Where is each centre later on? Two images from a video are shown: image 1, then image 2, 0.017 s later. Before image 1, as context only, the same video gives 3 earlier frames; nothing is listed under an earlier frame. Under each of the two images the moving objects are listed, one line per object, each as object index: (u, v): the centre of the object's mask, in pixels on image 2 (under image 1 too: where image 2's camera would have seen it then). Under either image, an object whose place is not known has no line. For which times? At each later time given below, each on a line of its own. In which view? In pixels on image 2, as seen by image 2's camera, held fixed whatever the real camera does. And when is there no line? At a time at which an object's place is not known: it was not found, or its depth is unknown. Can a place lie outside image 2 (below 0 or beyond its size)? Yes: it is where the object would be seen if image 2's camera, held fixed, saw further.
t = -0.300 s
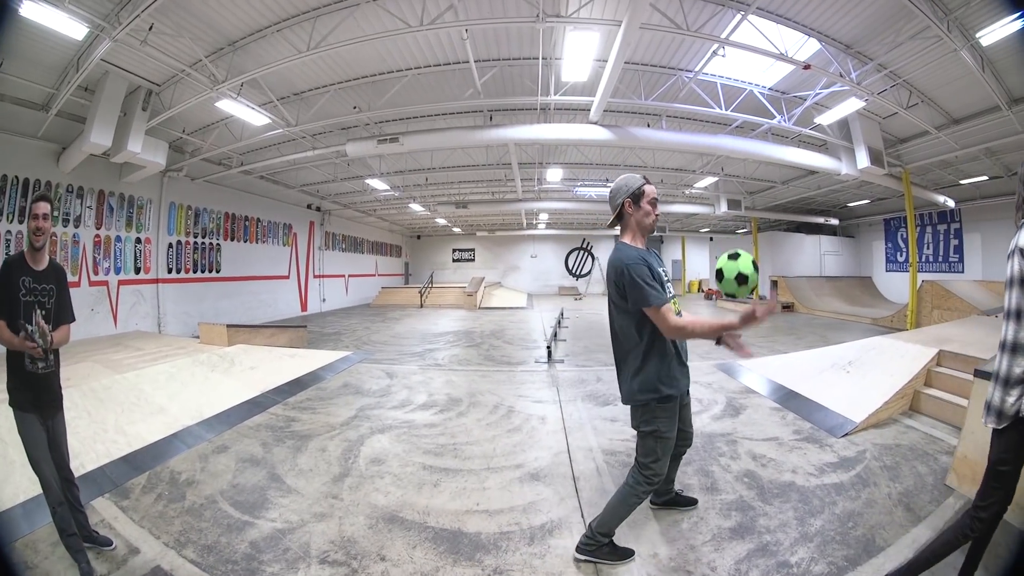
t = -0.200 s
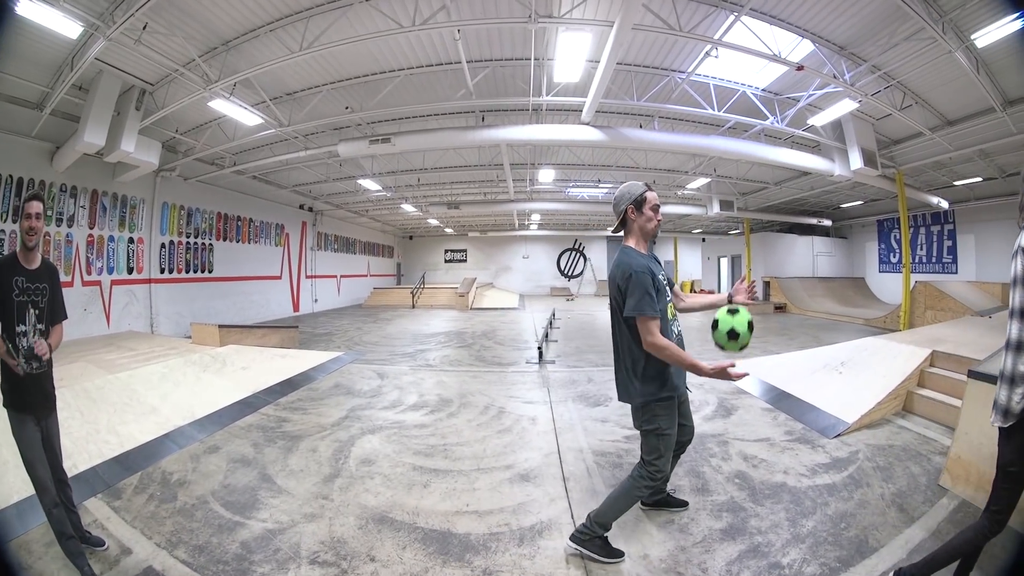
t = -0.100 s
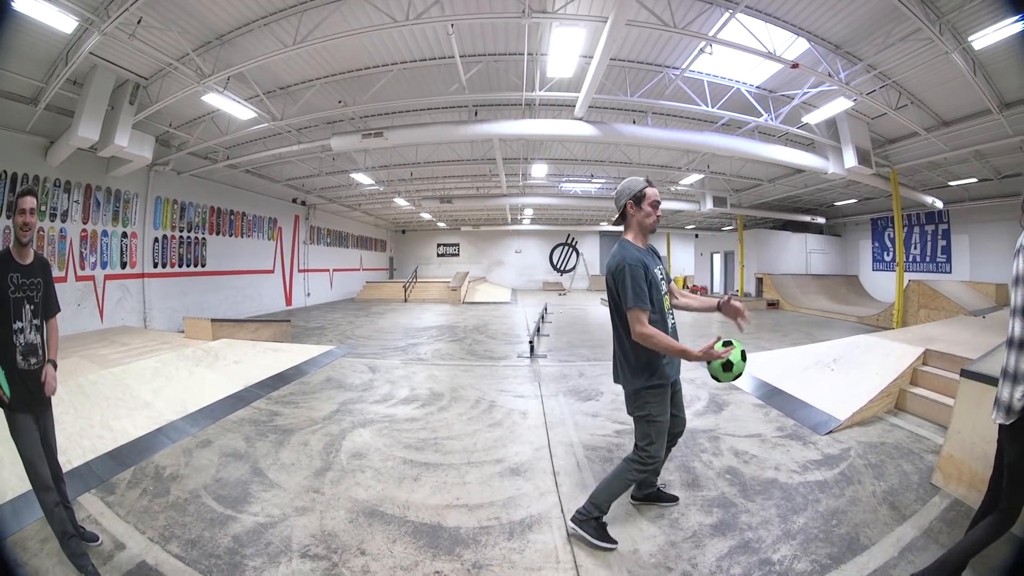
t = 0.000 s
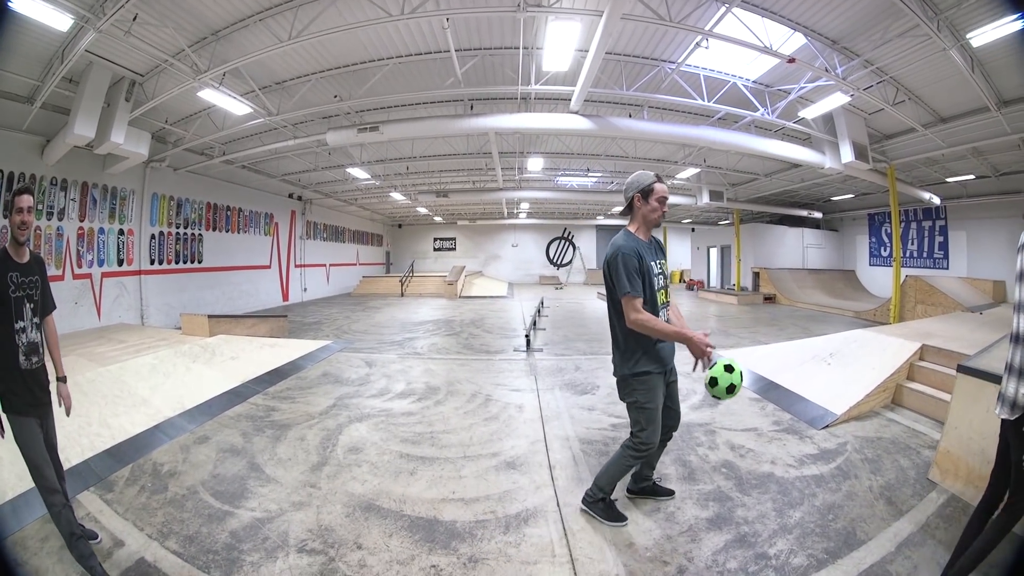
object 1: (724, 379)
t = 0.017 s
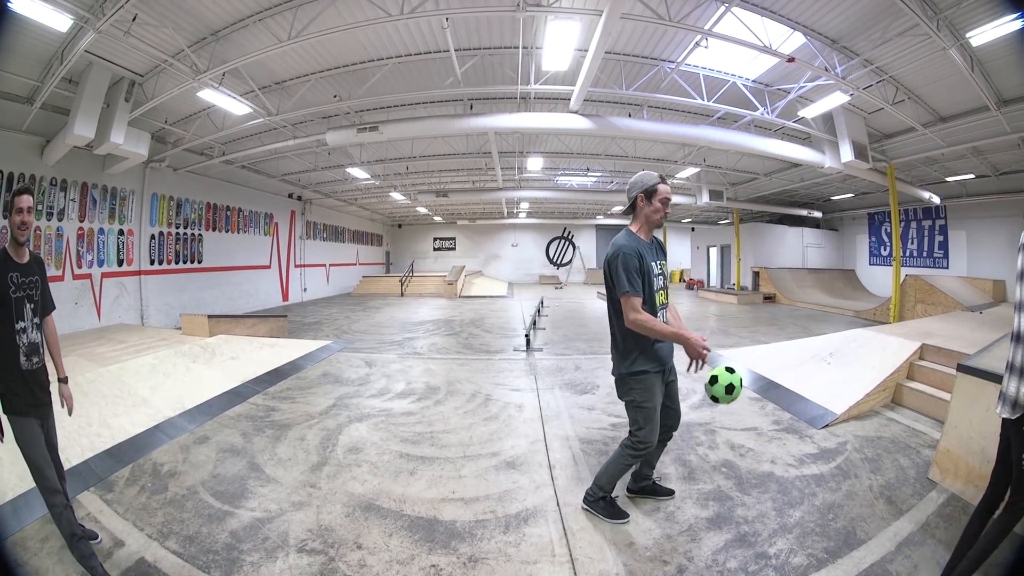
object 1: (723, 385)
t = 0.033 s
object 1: (723, 390)
